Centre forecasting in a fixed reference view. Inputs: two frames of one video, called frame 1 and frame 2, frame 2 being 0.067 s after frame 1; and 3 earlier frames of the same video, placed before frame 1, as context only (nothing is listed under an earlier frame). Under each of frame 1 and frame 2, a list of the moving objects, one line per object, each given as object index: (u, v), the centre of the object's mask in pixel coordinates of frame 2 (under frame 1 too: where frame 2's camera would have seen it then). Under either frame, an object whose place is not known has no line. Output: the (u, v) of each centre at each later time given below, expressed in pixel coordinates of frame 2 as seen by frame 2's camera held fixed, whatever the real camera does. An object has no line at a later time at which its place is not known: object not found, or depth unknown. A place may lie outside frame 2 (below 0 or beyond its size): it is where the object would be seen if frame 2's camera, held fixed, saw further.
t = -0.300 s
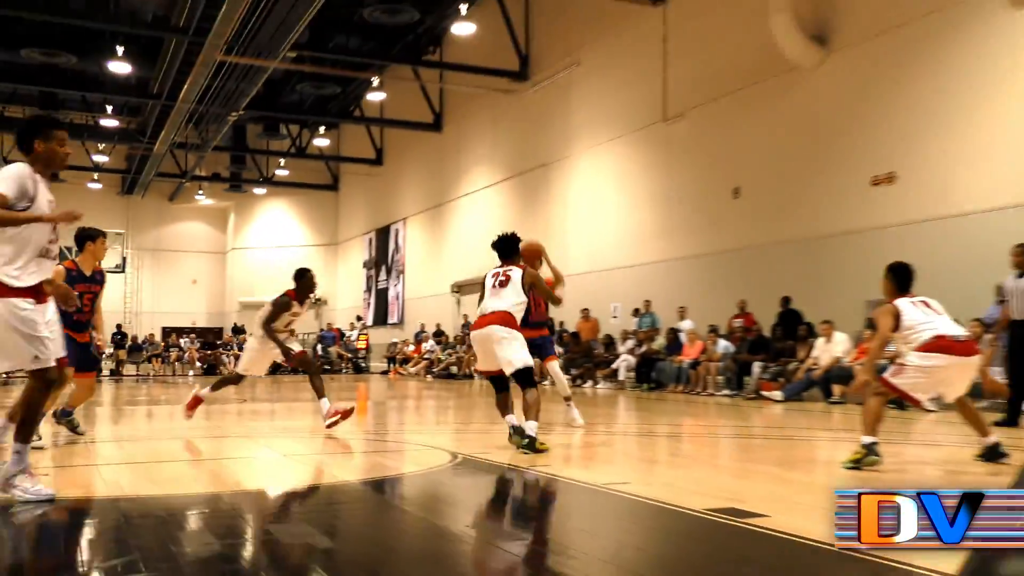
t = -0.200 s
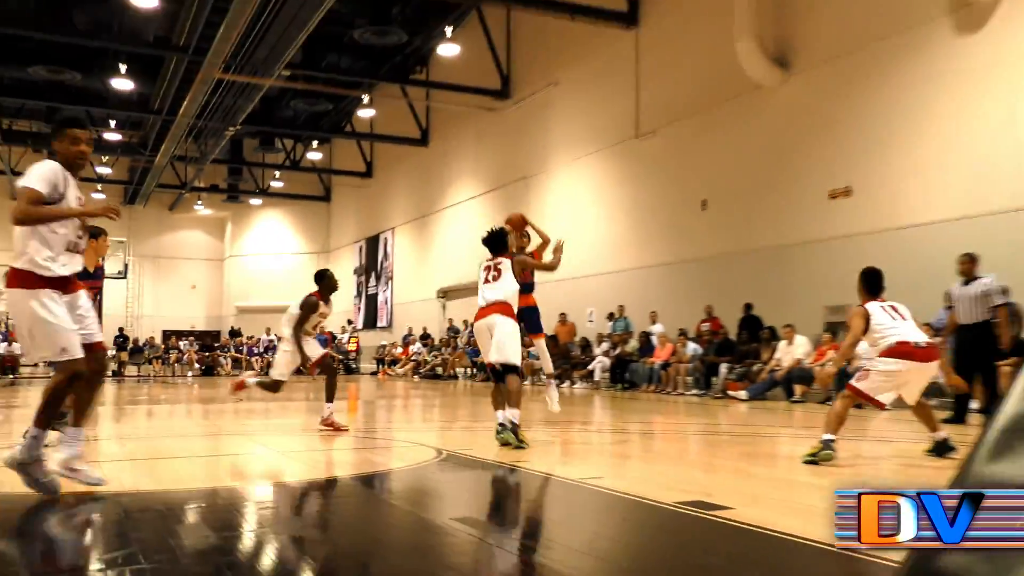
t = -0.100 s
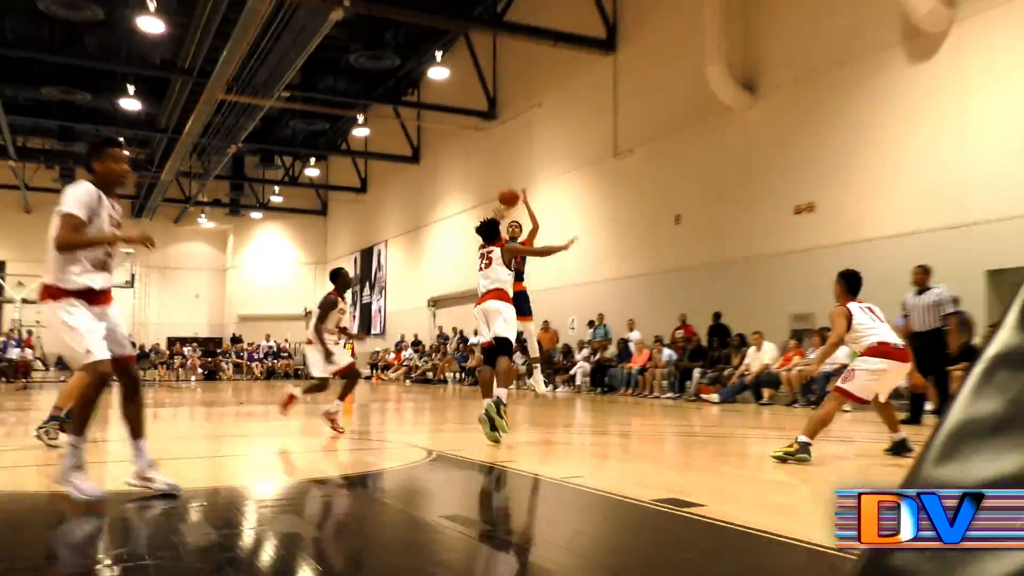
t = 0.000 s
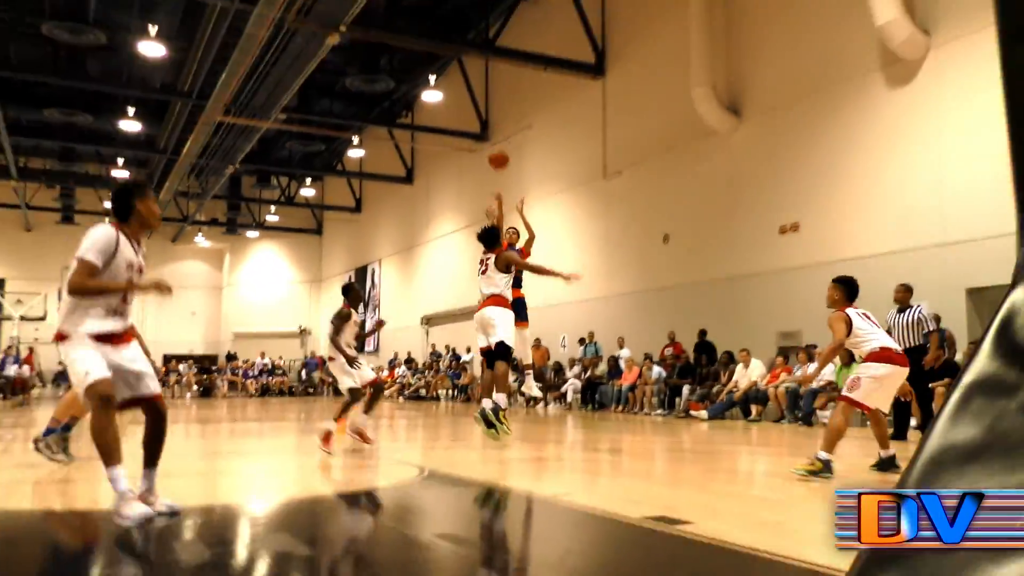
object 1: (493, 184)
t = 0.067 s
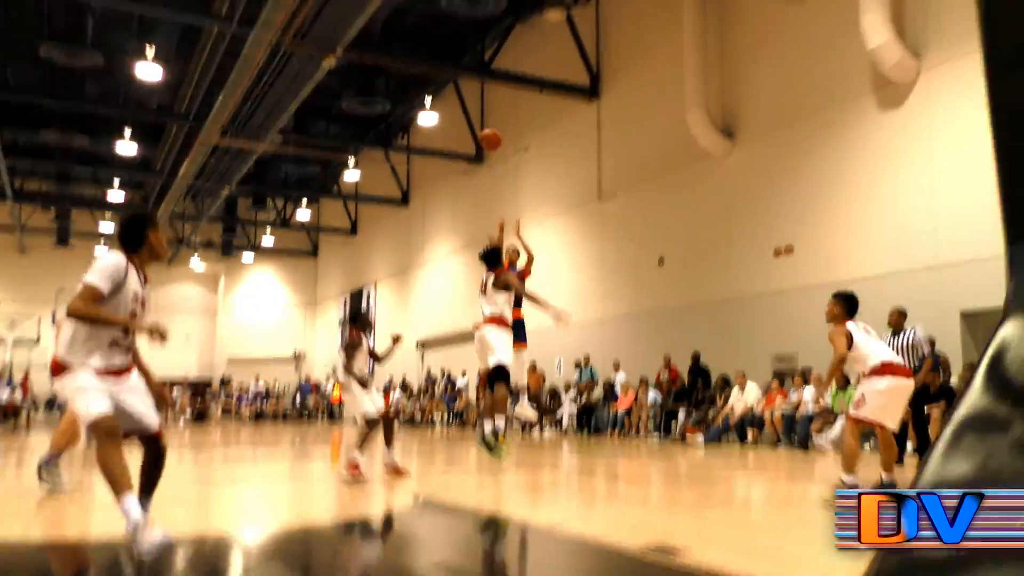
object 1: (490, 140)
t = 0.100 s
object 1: (488, 118)
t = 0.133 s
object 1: (486, 98)
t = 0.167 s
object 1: (485, 77)
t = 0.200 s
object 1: (482, 59)
